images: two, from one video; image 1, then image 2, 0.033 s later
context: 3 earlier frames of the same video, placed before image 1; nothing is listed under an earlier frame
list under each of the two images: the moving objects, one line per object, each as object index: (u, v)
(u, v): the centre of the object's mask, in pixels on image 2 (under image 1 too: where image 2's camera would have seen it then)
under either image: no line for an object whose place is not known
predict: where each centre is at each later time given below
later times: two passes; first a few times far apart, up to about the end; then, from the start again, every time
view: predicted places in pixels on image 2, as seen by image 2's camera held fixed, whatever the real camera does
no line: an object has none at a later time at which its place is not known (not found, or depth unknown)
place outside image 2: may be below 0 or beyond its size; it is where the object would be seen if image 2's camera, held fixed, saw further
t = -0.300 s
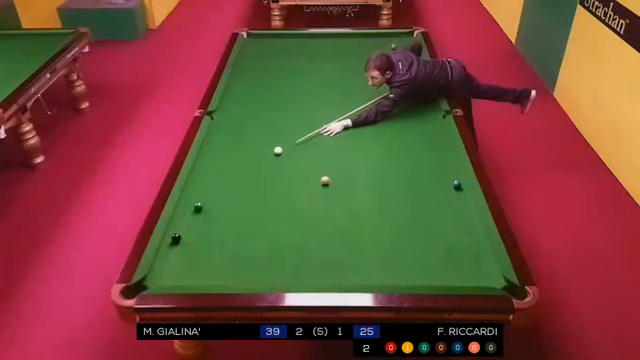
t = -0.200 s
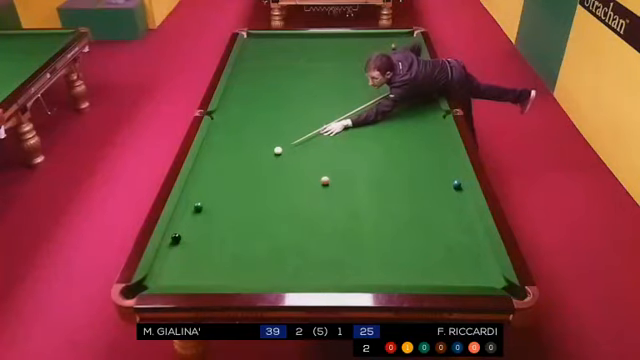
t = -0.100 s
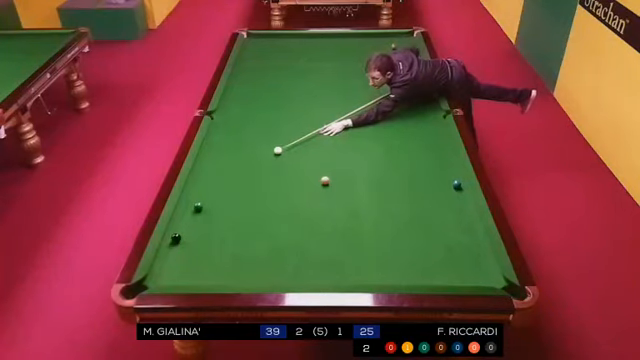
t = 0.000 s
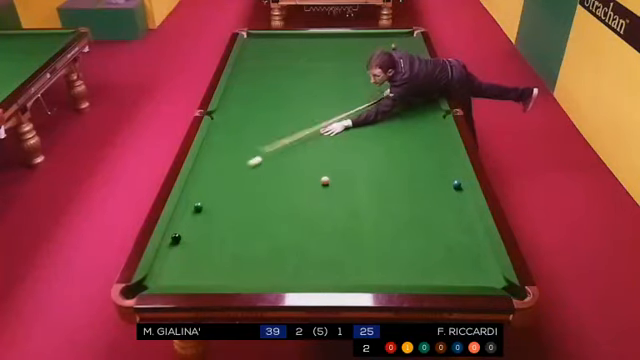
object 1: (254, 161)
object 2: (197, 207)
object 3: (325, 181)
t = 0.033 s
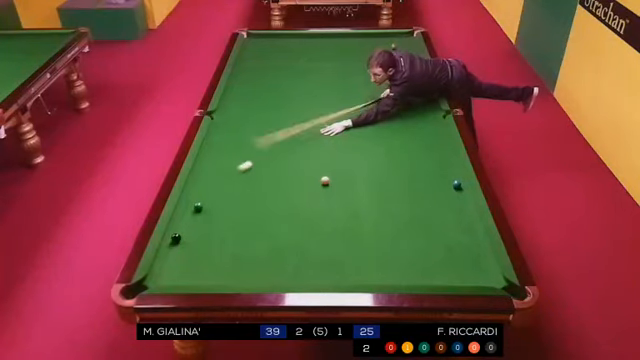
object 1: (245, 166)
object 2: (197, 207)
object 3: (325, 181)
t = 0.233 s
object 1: (188, 193)
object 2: (197, 207)
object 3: (325, 181)
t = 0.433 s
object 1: (205, 200)
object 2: (202, 218)
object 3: (325, 181)
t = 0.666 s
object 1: (221, 202)
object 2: (211, 239)
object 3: (325, 181)
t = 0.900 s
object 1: (236, 203)
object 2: (220, 261)
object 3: (325, 181)
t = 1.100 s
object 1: (248, 204)
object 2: (229, 278)
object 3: (325, 181)
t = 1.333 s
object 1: (262, 206)
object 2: (242, 269)
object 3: (325, 181)
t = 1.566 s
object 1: (275, 207)
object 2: (255, 254)
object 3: (325, 181)
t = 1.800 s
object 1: (287, 208)
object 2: (266, 240)
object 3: (325, 181)
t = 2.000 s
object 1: (297, 209)
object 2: (276, 230)
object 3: (325, 181)
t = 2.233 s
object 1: (308, 211)
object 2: (285, 219)
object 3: (325, 181)
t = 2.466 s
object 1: (318, 212)
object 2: (293, 210)
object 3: (325, 181)
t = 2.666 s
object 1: (327, 213)
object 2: (300, 202)
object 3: (325, 181)
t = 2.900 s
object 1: (336, 213)
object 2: (307, 195)
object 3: (325, 181)
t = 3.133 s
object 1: (344, 214)
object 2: (314, 188)
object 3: (325, 181)
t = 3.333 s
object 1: (350, 216)
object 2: (317, 183)
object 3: (326, 180)
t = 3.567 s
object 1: (356, 216)
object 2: (317, 180)
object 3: (331, 179)
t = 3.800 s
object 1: (362, 217)
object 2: (317, 177)
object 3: (335, 177)
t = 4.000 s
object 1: (366, 218)
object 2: (316, 176)
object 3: (338, 176)
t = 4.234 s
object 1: (369, 218)
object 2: (316, 174)
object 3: (341, 175)
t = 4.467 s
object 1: (372, 219)
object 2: (316, 172)
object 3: (343, 174)
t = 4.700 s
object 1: (374, 219)
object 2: (316, 172)
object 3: (345, 174)
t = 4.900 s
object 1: (375, 220)
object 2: (315, 171)
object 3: (346, 173)
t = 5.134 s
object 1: (375, 220)
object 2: (315, 171)
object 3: (346, 173)
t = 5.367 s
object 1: (375, 220)
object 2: (315, 171)
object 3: (346, 173)
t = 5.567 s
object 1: (375, 220)
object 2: (315, 171)
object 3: (346, 173)
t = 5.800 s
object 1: (375, 220)
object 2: (315, 171)
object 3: (346, 173)
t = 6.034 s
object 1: (375, 220)
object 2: (315, 171)
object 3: (346, 173)
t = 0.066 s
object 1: (235, 170)
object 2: (197, 207)
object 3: (325, 181)
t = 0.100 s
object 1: (225, 175)
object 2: (197, 207)
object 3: (325, 181)
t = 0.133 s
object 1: (216, 180)
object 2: (197, 207)
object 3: (325, 181)
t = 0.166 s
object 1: (207, 185)
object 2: (197, 207)
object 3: (325, 181)
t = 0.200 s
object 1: (198, 189)
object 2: (197, 207)
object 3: (325, 181)
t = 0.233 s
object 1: (188, 193)
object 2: (197, 207)
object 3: (325, 181)
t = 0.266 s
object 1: (186, 197)
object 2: (197, 207)
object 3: (325, 181)
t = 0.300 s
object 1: (192, 199)
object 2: (197, 207)
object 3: (325, 181)
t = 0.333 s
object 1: (196, 201)
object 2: (198, 209)
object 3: (325, 181)
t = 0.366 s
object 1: (200, 201)
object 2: (200, 212)
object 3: (325, 181)
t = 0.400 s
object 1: (203, 200)
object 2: (201, 215)
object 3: (325, 181)
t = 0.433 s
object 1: (205, 200)
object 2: (202, 218)
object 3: (325, 181)
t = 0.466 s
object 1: (207, 200)
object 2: (204, 221)
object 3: (325, 181)
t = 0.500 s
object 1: (209, 201)
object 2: (205, 224)
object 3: (325, 181)
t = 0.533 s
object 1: (212, 201)
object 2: (206, 228)
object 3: (325, 181)
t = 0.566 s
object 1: (214, 201)
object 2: (207, 230)
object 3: (325, 181)
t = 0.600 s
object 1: (216, 201)
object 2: (209, 233)
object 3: (325, 181)
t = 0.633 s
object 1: (219, 202)
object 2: (210, 236)
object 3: (325, 181)
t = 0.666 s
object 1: (221, 202)
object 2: (211, 239)
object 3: (325, 181)
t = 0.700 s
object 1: (223, 202)
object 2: (212, 242)
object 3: (325, 181)
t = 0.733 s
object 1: (225, 202)
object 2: (214, 245)
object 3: (325, 181)
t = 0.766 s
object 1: (227, 202)
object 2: (215, 248)
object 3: (325, 181)
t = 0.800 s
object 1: (229, 202)
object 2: (216, 251)
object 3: (325, 181)
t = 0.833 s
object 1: (231, 203)
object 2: (218, 254)
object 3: (325, 181)
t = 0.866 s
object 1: (234, 203)
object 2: (219, 258)
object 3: (325, 181)
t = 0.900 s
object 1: (236, 203)
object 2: (220, 261)
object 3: (325, 181)
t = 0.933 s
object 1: (238, 203)
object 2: (221, 264)
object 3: (325, 181)
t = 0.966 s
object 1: (240, 203)
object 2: (223, 268)
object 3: (325, 181)
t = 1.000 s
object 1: (242, 204)
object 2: (224, 271)
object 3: (325, 181)
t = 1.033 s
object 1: (244, 204)
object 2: (226, 274)
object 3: (325, 181)
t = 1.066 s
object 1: (246, 204)
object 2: (227, 277)
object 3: (325, 181)
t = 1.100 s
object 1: (248, 204)
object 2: (229, 278)
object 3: (325, 181)
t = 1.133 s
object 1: (250, 204)
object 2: (230, 280)
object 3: (325, 181)
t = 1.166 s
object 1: (252, 205)
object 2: (233, 279)
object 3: (325, 181)
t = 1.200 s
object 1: (254, 205)
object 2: (234, 278)
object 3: (325, 181)
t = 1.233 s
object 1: (256, 205)
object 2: (236, 276)
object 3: (325, 181)
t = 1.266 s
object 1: (258, 205)
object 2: (239, 274)
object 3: (325, 181)
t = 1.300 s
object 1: (260, 205)
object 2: (240, 272)
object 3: (325, 181)
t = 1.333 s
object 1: (262, 206)
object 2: (242, 269)
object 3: (325, 181)
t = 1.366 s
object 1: (264, 206)
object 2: (244, 267)
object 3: (325, 181)
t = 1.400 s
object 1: (266, 206)
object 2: (246, 265)
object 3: (325, 181)
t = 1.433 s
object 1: (268, 206)
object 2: (248, 263)
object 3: (325, 181)
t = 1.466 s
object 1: (270, 206)
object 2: (250, 260)
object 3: (325, 181)
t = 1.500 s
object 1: (271, 207)
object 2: (252, 258)
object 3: (325, 181)
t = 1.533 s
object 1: (273, 207)
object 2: (253, 256)
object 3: (325, 181)
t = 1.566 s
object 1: (275, 207)
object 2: (255, 254)
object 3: (325, 181)
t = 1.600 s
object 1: (277, 207)
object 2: (257, 252)
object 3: (325, 181)
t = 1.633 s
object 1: (278, 207)
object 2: (259, 249)
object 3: (325, 181)
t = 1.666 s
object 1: (280, 208)
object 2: (260, 248)
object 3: (325, 181)
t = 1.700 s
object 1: (282, 208)
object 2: (262, 246)
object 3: (325, 181)
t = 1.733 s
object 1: (284, 208)
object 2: (263, 244)
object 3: (325, 181)
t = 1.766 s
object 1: (286, 208)
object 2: (265, 242)
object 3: (325, 181)
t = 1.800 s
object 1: (287, 208)
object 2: (266, 240)
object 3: (325, 181)
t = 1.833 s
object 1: (289, 209)
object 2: (268, 239)
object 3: (325, 181)
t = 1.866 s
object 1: (291, 209)
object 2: (269, 237)
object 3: (325, 181)
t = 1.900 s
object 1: (292, 209)
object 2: (271, 235)
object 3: (325, 181)
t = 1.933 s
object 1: (294, 209)
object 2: (273, 233)
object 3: (325, 181)
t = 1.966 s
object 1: (296, 209)
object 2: (274, 232)
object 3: (325, 181)
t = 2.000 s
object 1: (297, 209)
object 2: (276, 230)
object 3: (325, 181)
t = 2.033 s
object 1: (299, 209)
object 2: (277, 228)
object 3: (325, 181)
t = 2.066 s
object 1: (300, 210)
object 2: (278, 227)
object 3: (325, 181)
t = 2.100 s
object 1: (302, 210)
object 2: (280, 225)
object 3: (325, 181)
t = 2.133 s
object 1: (304, 210)
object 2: (281, 224)
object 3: (325, 181)
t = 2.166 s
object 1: (305, 210)
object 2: (282, 222)
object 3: (325, 181)
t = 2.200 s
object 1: (307, 210)
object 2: (283, 221)
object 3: (325, 181)
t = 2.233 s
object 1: (308, 211)
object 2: (285, 219)
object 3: (325, 181)
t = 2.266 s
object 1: (310, 211)
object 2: (286, 218)
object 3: (325, 181)
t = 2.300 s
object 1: (311, 211)
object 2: (287, 216)
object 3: (325, 181)
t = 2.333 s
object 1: (313, 211)
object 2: (289, 215)
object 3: (325, 181)
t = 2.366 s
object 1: (314, 211)
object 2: (290, 214)
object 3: (325, 181)
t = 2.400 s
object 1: (316, 211)
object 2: (291, 212)
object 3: (325, 181)
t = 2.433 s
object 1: (317, 212)
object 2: (292, 211)
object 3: (325, 181)
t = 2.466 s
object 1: (318, 212)
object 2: (293, 210)
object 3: (325, 181)
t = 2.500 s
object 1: (320, 212)
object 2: (295, 208)
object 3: (325, 181)
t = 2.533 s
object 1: (321, 212)
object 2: (296, 207)
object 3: (325, 181)
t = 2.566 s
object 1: (323, 212)
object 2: (297, 206)
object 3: (325, 181)
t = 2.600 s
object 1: (324, 212)
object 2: (298, 205)
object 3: (325, 181)
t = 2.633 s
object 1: (325, 213)
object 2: (299, 203)
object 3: (325, 181)
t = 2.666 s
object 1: (327, 213)
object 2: (300, 202)
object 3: (325, 181)
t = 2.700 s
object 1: (328, 213)
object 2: (301, 201)
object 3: (325, 181)
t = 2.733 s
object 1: (330, 213)
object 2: (302, 200)
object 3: (325, 181)
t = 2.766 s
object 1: (331, 213)
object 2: (303, 199)
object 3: (325, 181)
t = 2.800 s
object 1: (332, 213)
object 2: (304, 198)
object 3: (325, 181)
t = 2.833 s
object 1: (333, 213)
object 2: (305, 197)
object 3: (325, 181)
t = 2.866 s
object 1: (335, 213)
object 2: (306, 196)
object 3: (325, 181)
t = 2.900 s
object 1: (336, 213)
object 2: (307, 195)
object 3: (325, 181)
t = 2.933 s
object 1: (337, 214)
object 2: (308, 194)
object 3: (325, 181)
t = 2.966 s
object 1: (338, 214)
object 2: (309, 193)
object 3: (325, 181)
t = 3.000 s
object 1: (339, 214)
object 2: (310, 192)
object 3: (325, 181)
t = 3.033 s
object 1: (341, 214)
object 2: (311, 190)
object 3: (325, 181)
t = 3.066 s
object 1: (342, 214)
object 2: (312, 190)
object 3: (325, 181)
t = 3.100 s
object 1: (343, 214)
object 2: (313, 189)
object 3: (325, 181)
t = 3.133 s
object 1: (344, 214)
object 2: (314, 188)
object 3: (325, 181)
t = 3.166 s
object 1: (345, 215)
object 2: (315, 187)
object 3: (325, 181)
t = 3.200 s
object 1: (346, 215)
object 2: (315, 186)
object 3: (325, 181)
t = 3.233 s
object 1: (347, 215)
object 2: (316, 186)
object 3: (325, 181)
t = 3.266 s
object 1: (348, 215)
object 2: (317, 185)
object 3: (325, 181)
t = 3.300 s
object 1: (349, 215)
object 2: (317, 184)
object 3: (325, 180)
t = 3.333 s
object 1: (350, 216)
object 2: (317, 183)
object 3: (326, 180)
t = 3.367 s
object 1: (351, 216)
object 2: (317, 183)
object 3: (327, 180)
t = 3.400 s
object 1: (352, 216)
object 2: (317, 182)
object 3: (327, 180)
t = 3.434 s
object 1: (353, 216)
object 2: (317, 182)
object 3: (328, 180)
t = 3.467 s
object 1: (354, 216)
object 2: (317, 182)
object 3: (329, 179)
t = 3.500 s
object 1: (355, 216)
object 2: (317, 181)
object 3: (329, 179)
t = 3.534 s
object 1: (355, 216)
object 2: (317, 180)
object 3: (330, 179)
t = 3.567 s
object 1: (356, 216)
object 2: (317, 180)
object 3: (331, 179)
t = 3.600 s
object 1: (357, 217)
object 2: (317, 180)
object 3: (331, 178)
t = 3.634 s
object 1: (358, 217)
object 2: (317, 179)
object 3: (332, 178)
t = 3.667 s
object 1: (359, 217)
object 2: (316, 179)
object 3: (333, 178)
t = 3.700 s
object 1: (359, 217)
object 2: (316, 178)
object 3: (333, 178)
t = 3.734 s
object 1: (360, 217)
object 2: (317, 178)
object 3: (334, 177)
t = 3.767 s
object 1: (361, 217)
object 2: (316, 178)
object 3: (335, 177)
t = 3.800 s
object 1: (362, 217)
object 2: (317, 177)
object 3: (335, 177)
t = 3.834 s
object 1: (362, 217)
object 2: (316, 177)
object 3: (336, 177)
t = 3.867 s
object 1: (363, 217)
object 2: (316, 177)
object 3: (336, 176)
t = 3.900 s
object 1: (364, 217)
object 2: (316, 176)
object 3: (337, 176)
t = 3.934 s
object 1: (364, 218)
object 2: (316, 176)
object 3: (338, 176)
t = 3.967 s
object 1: (365, 218)
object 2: (316, 176)
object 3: (338, 176)
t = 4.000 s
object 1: (366, 218)
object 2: (316, 176)
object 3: (338, 176)
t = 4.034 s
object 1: (366, 218)
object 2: (316, 175)
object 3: (339, 176)
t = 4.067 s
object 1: (367, 218)
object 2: (316, 175)
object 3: (340, 176)
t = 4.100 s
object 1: (367, 218)
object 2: (316, 175)
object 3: (340, 175)
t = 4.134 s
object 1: (368, 218)
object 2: (316, 174)
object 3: (340, 175)
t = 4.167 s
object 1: (368, 218)
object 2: (316, 174)
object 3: (341, 175)
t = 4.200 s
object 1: (369, 218)
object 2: (316, 174)
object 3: (341, 175)
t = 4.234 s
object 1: (369, 218)
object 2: (316, 174)
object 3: (341, 175)
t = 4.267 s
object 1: (370, 218)
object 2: (316, 174)
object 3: (342, 175)
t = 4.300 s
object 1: (370, 219)
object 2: (316, 173)
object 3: (342, 175)
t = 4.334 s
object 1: (370, 219)
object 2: (316, 173)
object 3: (342, 174)
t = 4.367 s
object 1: (371, 219)
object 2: (316, 173)
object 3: (343, 174)
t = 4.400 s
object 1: (371, 219)
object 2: (316, 173)
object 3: (343, 174)
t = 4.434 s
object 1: (372, 219)
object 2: (316, 173)
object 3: (343, 174)
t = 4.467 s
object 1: (372, 219)
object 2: (316, 172)
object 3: (343, 174)
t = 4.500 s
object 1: (373, 219)
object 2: (316, 172)
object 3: (344, 174)
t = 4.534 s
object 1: (373, 219)
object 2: (316, 172)
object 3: (344, 174)
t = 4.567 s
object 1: (373, 219)
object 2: (316, 172)
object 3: (344, 174)
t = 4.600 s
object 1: (373, 219)
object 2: (316, 172)
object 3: (345, 174)
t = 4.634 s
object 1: (374, 219)
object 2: (316, 172)
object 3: (345, 174)
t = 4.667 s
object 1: (374, 219)
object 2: (316, 172)
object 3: (345, 174)
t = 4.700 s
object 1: (374, 219)
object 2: (316, 172)
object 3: (345, 174)
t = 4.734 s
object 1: (374, 219)
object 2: (316, 171)
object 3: (345, 173)
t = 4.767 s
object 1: (375, 219)
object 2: (316, 172)
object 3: (345, 173)
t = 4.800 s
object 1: (375, 219)
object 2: (316, 172)
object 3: (345, 173)
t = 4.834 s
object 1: (375, 219)
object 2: (315, 171)
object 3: (345, 173)
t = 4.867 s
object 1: (375, 220)
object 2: (315, 171)
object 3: (346, 173)
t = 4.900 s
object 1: (375, 220)
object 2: (315, 171)
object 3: (346, 173)
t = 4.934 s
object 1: (375, 220)
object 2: (315, 171)
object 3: (346, 173)
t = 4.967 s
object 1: (375, 220)
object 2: (315, 171)
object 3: (346, 173)
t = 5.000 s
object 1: (375, 220)
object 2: (315, 171)
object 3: (346, 173)
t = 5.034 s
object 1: (375, 220)
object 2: (315, 171)
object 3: (346, 173)
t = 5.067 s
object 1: (375, 220)
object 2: (315, 171)
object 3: (346, 173)
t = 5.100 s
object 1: (375, 220)
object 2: (315, 171)
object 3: (346, 173)
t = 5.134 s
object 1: (375, 220)
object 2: (315, 171)
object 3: (346, 173)
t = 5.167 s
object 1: (375, 220)
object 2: (315, 171)
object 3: (346, 173)
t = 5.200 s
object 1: (375, 220)
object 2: (315, 171)
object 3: (346, 173)
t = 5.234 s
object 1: (375, 220)
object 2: (315, 171)
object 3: (346, 173)
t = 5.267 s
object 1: (375, 220)
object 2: (315, 171)
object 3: (346, 173)
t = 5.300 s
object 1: (375, 220)
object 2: (315, 171)
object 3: (346, 173)
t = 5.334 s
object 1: (375, 220)
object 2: (315, 171)
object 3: (346, 173)
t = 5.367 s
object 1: (375, 220)
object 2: (315, 171)
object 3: (346, 173)
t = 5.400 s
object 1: (375, 220)
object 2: (315, 171)
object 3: (346, 173)
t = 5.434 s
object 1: (375, 220)
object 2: (315, 171)
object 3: (346, 173)
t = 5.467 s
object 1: (375, 220)
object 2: (315, 171)
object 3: (346, 173)
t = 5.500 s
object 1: (375, 220)
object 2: (315, 171)
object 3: (346, 173)
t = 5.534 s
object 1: (375, 220)
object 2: (315, 171)
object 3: (346, 173)
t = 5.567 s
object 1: (375, 220)
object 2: (315, 171)
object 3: (346, 173)
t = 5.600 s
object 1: (375, 220)
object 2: (315, 171)
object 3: (346, 173)
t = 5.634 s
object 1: (375, 220)
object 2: (315, 171)
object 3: (346, 173)
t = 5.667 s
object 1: (375, 220)
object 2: (315, 171)
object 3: (346, 173)
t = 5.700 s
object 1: (375, 220)
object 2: (315, 171)
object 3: (346, 173)
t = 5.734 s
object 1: (375, 220)
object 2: (315, 171)
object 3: (346, 173)
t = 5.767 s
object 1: (375, 220)
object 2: (315, 171)
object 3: (346, 173)
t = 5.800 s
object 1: (375, 220)
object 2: (315, 171)
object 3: (346, 173)
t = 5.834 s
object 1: (375, 220)
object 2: (315, 171)
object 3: (346, 173)
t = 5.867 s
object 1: (375, 220)
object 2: (315, 171)
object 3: (346, 173)
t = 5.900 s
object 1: (375, 220)
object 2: (315, 171)
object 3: (346, 173)
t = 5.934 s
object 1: (375, 220)
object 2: (315, 171)
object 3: (346, 173)
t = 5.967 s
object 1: (375, 220)
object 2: (315, 171)
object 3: (346, 173)
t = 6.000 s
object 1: (375, 220)
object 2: (315, 171)
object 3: (346, 173)
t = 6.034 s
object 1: (375, 220)
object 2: (315, 171)
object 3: (346, 173)
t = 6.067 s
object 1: (375, 220)
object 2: (315, 171)
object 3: (346, 173)
